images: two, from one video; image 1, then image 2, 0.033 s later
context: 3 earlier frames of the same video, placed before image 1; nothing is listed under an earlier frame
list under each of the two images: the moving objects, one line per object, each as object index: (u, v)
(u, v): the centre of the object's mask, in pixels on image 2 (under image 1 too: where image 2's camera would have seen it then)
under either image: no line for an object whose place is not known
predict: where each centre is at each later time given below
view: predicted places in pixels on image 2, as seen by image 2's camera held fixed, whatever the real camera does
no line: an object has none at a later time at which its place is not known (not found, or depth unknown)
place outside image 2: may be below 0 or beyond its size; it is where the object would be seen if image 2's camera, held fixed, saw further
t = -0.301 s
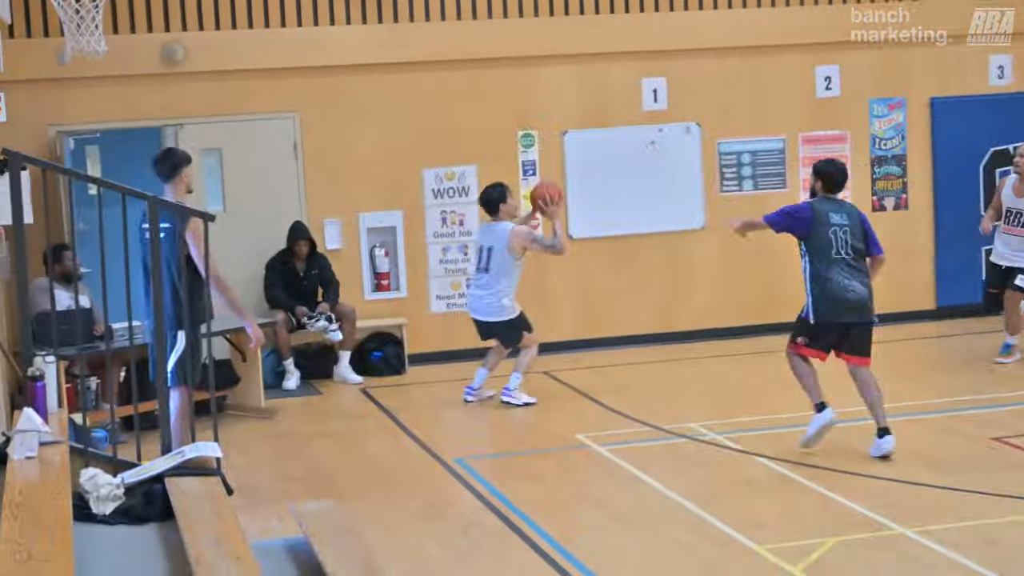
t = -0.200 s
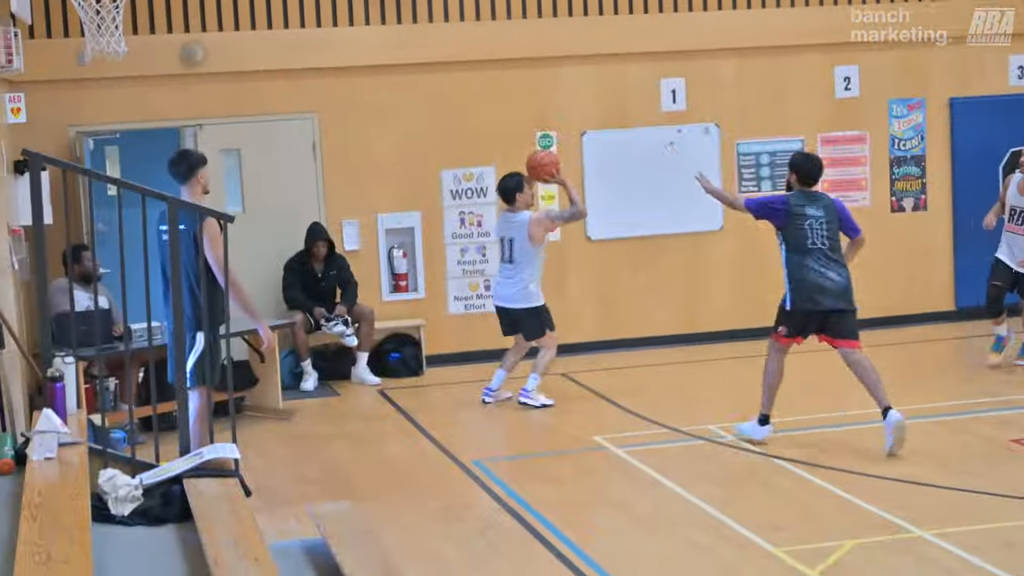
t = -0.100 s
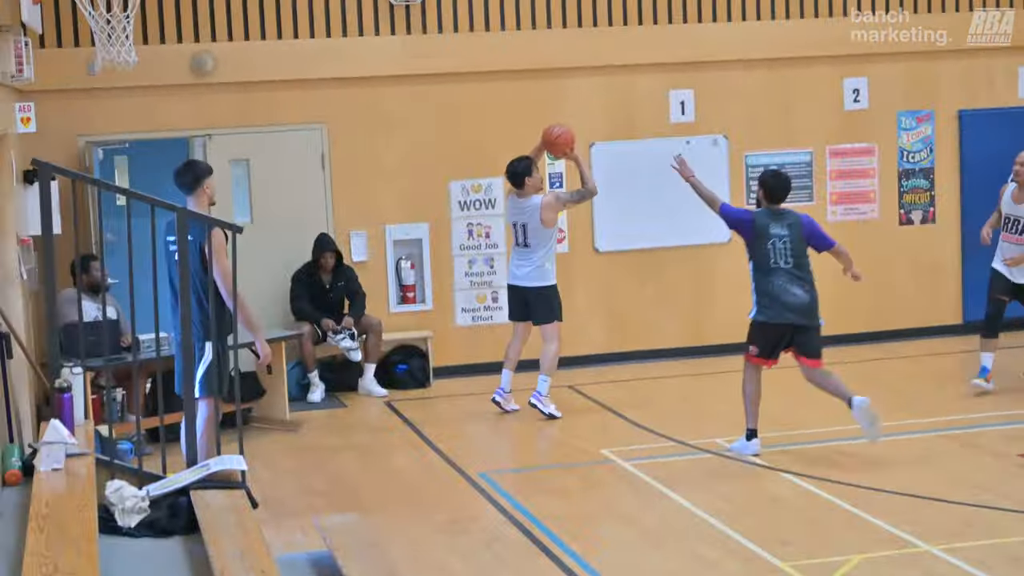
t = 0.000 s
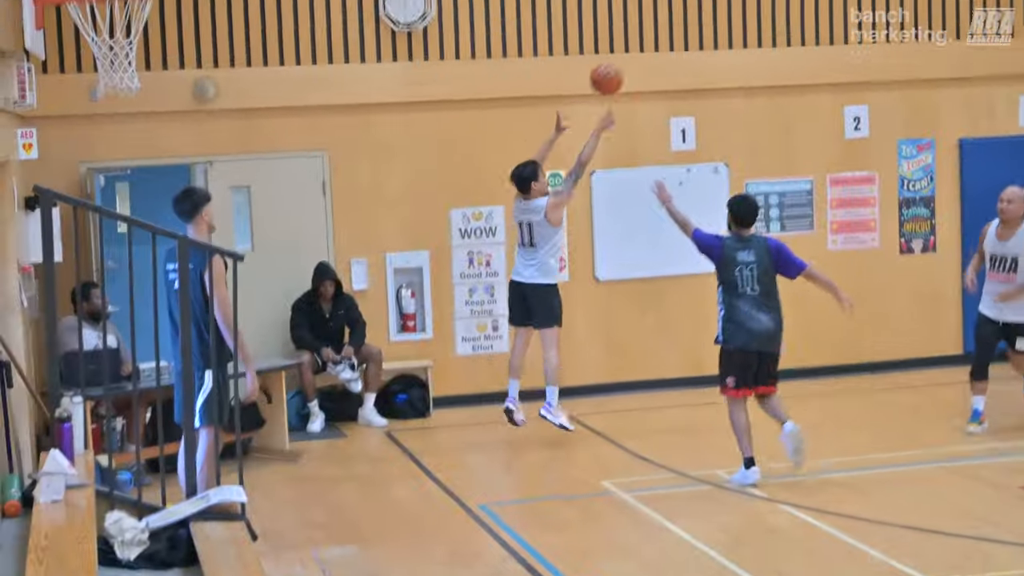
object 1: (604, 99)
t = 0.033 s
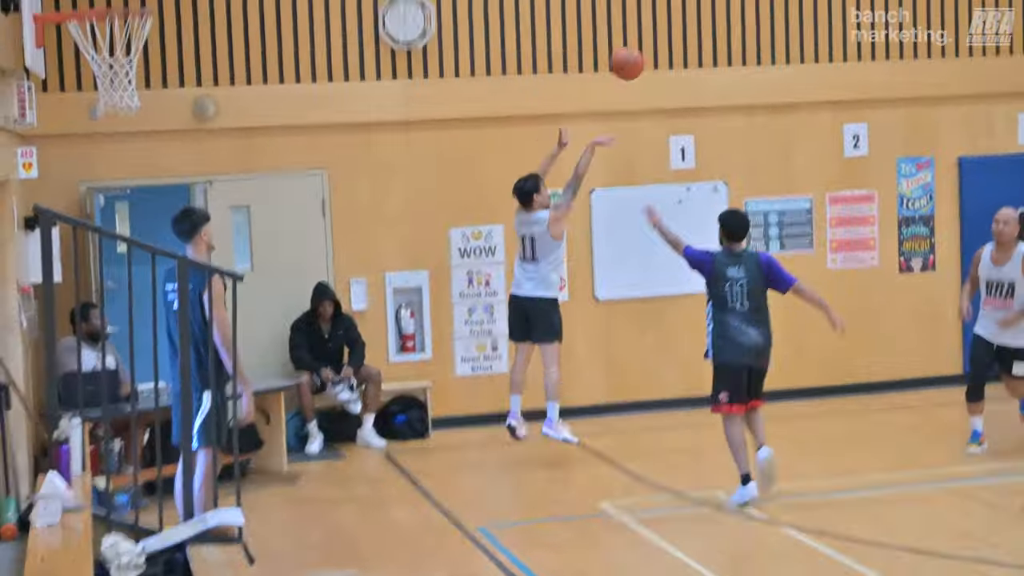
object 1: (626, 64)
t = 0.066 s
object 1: (650, 31)
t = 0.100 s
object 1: (673, 0)
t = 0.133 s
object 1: (698, -31)
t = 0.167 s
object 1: (722, -59)
